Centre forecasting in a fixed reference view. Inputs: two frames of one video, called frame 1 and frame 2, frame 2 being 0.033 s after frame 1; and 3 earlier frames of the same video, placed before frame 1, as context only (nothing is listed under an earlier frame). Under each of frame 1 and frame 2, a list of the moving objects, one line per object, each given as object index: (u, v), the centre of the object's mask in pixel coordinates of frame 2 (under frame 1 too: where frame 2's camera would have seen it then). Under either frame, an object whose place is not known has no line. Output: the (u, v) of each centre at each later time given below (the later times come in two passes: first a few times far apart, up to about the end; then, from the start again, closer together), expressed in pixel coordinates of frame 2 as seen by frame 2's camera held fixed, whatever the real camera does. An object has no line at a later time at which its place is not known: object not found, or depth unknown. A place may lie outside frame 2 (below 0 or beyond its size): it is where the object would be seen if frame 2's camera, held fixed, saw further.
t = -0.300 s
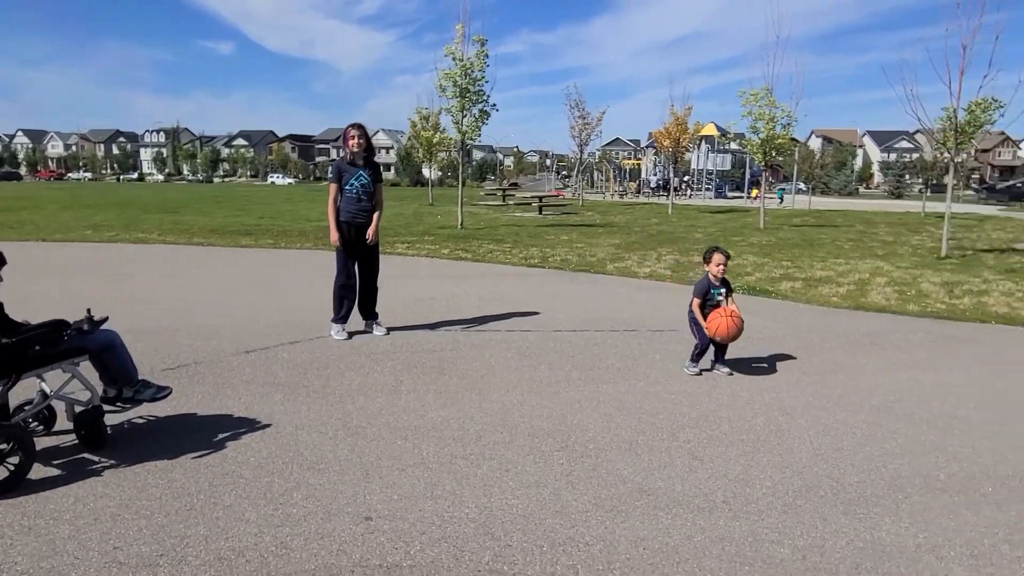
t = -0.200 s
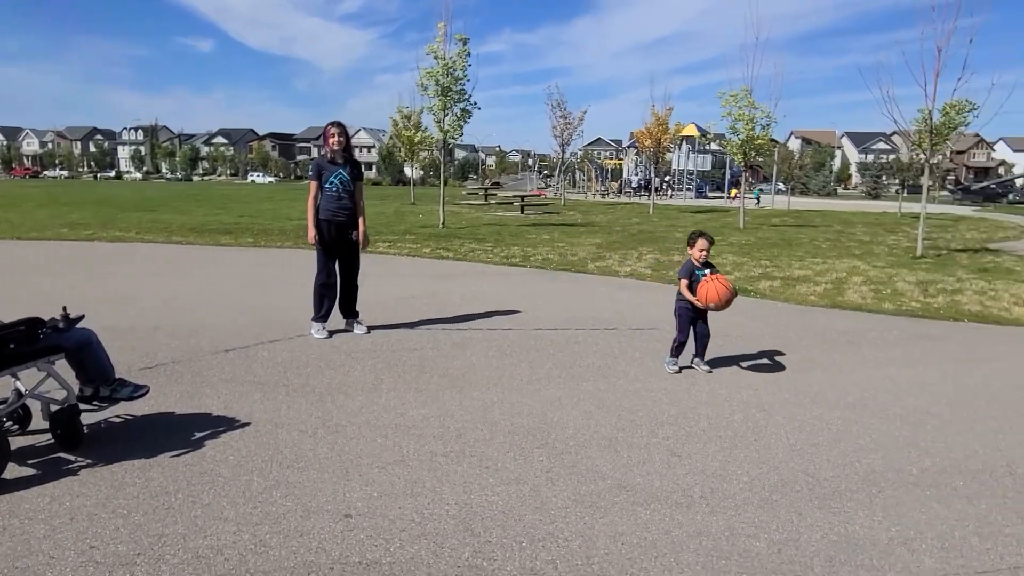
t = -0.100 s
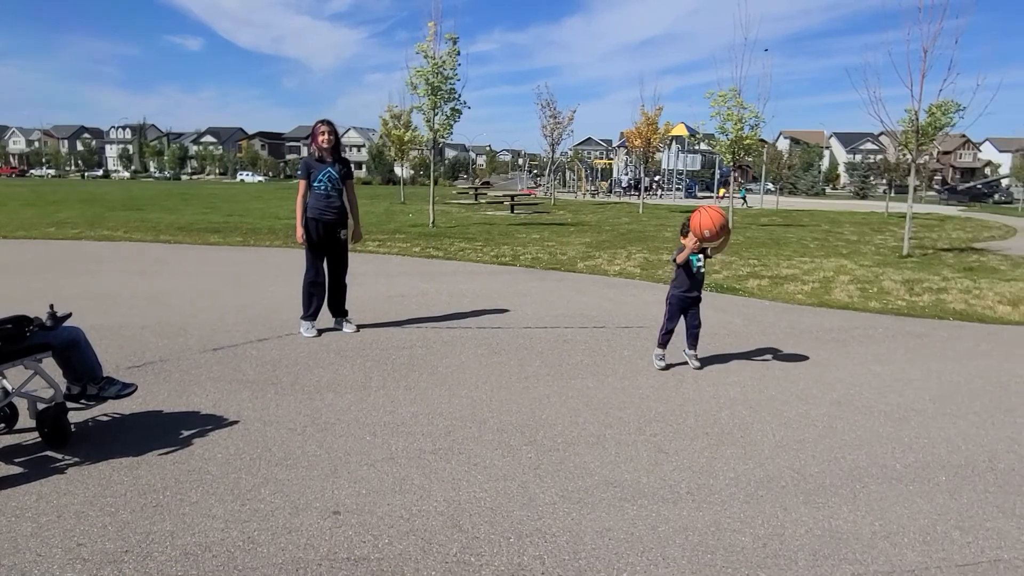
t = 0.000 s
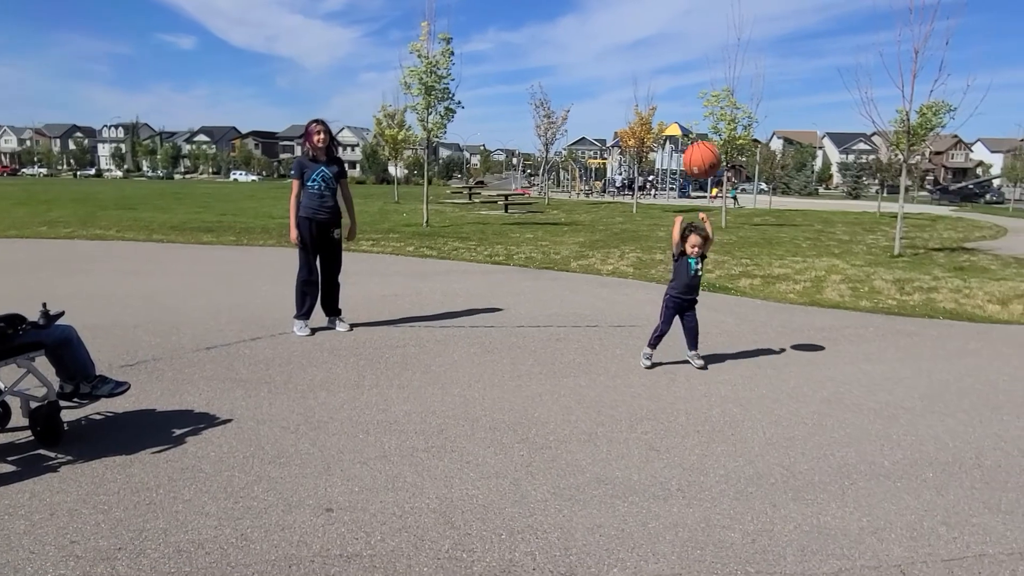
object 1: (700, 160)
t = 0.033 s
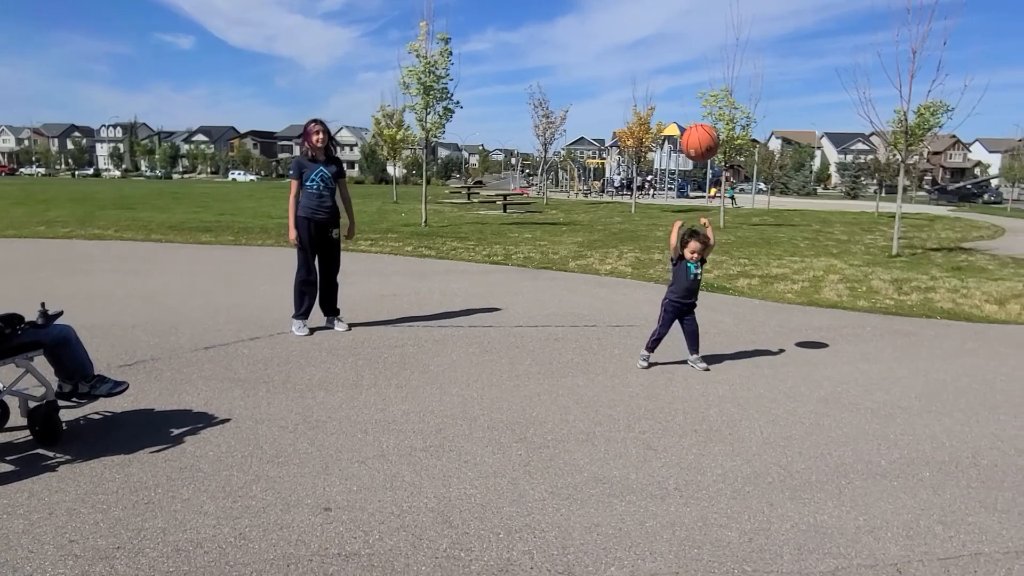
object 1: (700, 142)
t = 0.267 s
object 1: (695, 68)
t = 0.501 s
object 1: (685, 80)
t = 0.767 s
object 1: (669, 183)
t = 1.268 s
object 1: (671, 204)
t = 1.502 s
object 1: (678, 149)
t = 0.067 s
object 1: (700, 126)
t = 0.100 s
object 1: (699, 112)
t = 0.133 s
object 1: (699, 100)
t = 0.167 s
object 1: (698, 89)
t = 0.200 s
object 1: (697, 80)
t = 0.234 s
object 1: (696, 73)
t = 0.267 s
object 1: (695, 68)
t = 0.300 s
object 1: (694, 65)
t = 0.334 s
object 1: (693, 63)
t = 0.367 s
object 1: (692, 63)
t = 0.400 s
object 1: (690, 64)
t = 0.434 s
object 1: (689, 68)
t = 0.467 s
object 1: (687, 73)
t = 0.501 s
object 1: (685, 80)
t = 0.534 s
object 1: (682, 88)
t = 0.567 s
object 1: (679, 98)
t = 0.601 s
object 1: (677, 109)
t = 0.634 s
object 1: (675, 121)
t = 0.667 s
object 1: (673, 135)
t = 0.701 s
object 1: (671, 150)
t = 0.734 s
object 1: (669, 166)
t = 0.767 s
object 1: (669, 183)
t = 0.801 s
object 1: (670, 201)
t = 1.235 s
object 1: (671, 217)
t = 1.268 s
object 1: (671, 204)
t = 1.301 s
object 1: (671, 192)
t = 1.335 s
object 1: (670, 183)
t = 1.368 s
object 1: (671, 175)
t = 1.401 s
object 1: (673, 166)
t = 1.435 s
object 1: (675, 159)
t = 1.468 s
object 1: (676, 154)
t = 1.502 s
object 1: (678, 149)
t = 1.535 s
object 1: (679, 146)
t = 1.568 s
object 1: (680, 145)
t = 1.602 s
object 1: (680, 146)
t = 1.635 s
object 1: (681, 148)
